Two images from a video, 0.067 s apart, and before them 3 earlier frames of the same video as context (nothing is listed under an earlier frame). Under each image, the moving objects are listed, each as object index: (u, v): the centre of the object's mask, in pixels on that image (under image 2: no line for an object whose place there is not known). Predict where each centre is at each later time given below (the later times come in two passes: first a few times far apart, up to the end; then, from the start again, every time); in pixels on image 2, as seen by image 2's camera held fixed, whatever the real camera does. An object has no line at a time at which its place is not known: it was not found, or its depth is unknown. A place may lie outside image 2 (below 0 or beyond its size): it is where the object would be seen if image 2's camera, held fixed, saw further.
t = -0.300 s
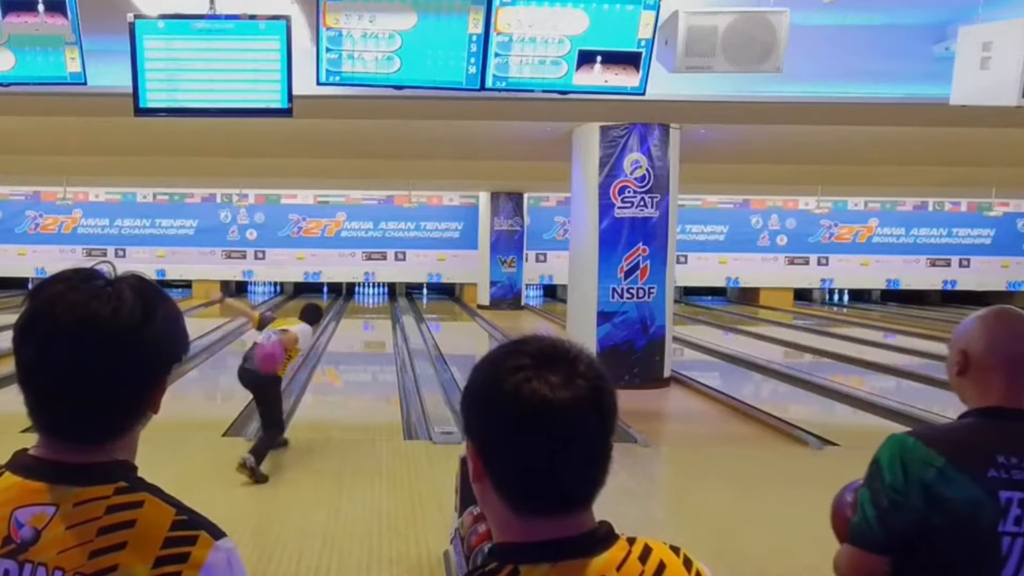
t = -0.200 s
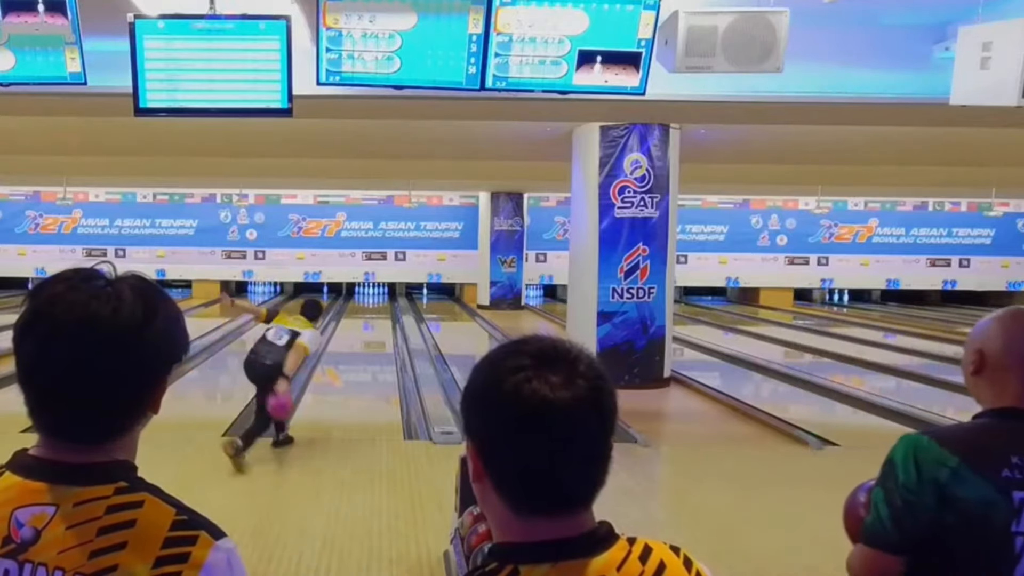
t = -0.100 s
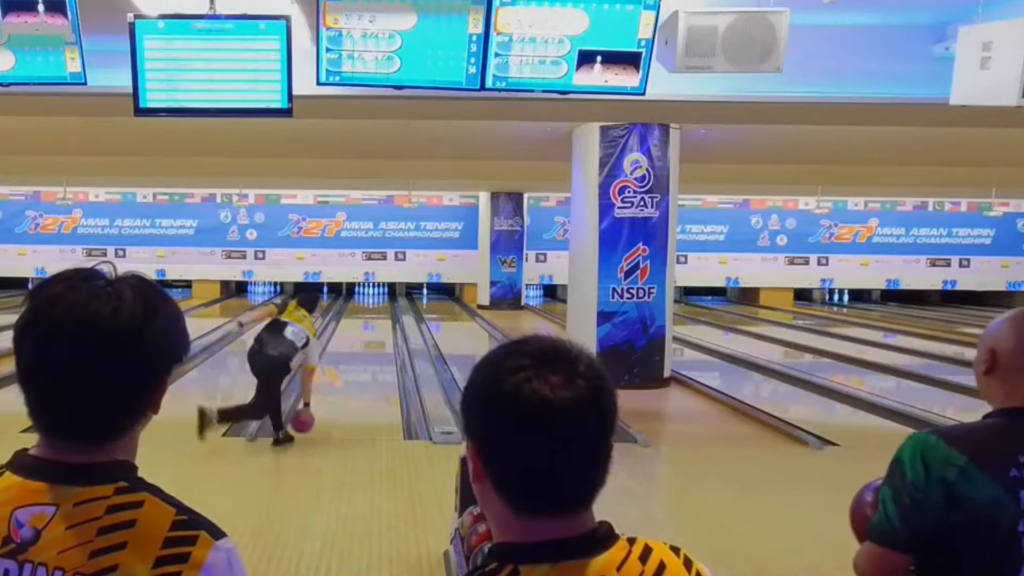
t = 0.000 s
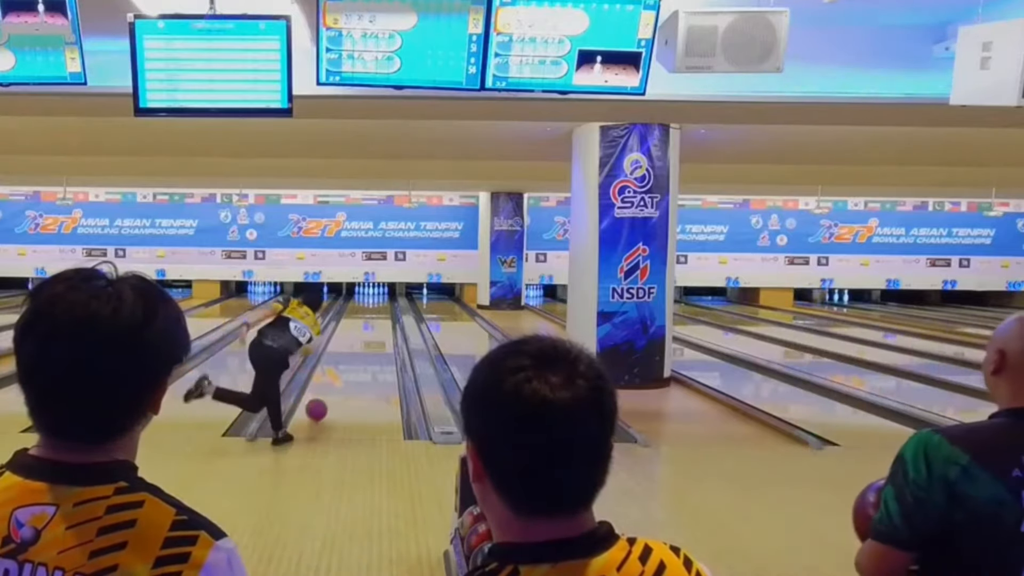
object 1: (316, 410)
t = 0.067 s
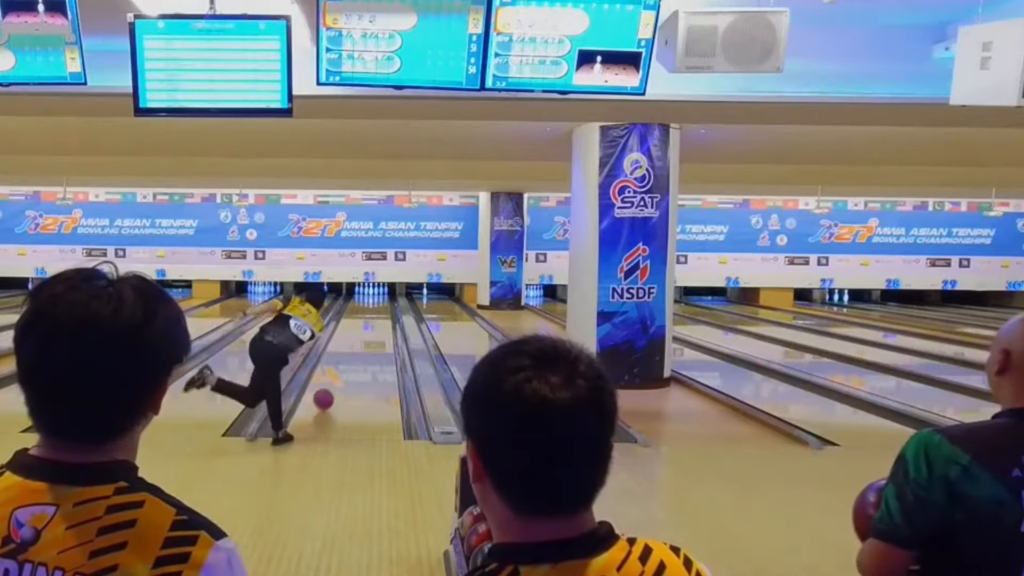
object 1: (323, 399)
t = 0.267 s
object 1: (340, 374)
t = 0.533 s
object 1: (355, 351)
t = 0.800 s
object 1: (366, 334)
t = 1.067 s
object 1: (373, 322)
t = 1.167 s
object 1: (375, 319)
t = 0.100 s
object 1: (326, 395)
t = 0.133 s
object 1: (329, 391)
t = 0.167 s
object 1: (332, 386)
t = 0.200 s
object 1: (335, 382)
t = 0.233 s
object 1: (338, 378)
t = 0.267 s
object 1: (340, 374)
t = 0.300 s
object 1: (342, 371)
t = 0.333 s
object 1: (344, 368)
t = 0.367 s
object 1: (347, 364)
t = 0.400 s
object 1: (349, 362)
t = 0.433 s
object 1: (350, 359)
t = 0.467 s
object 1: (352, 356)
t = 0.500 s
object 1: (354, 353)
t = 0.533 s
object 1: (355, 351)
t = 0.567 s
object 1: (357, 349)
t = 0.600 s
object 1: (358, 346)
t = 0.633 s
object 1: (360, 344)
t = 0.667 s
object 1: (361, 342)
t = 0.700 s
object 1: (362, 340)
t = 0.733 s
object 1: (364, 338)
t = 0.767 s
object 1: (365, 336)
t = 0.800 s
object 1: (366, 334)
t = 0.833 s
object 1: (367, 332)
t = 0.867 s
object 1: (368, 331)
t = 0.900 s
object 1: (368, 330)
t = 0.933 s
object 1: (369, 328)
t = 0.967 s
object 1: (370, 326)
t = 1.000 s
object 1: (371, 324)
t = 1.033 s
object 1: (372, 324)
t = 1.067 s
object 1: (373, 322)
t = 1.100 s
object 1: (374, 320)
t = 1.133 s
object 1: (374, 320)
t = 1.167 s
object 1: (375, 319)
